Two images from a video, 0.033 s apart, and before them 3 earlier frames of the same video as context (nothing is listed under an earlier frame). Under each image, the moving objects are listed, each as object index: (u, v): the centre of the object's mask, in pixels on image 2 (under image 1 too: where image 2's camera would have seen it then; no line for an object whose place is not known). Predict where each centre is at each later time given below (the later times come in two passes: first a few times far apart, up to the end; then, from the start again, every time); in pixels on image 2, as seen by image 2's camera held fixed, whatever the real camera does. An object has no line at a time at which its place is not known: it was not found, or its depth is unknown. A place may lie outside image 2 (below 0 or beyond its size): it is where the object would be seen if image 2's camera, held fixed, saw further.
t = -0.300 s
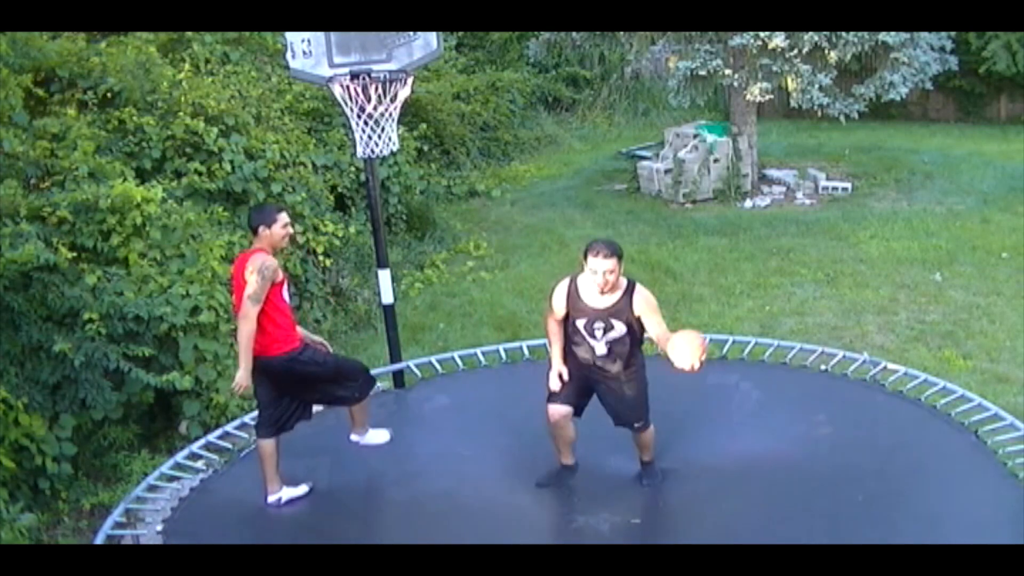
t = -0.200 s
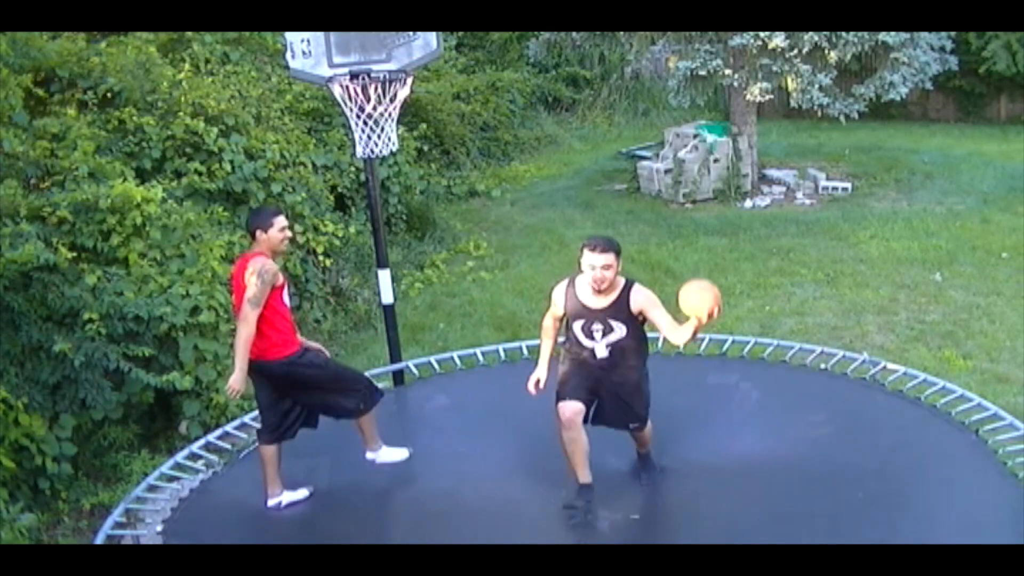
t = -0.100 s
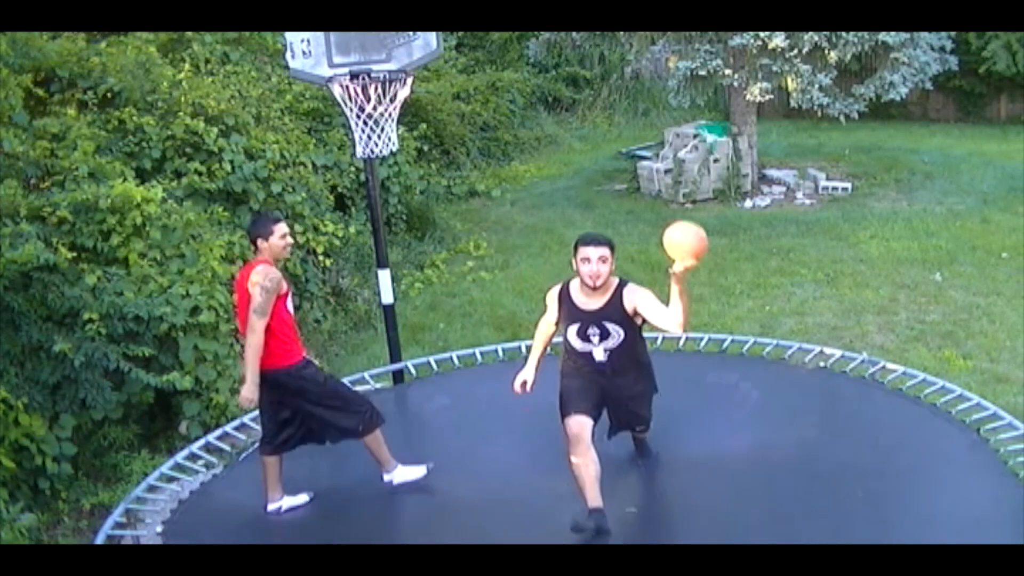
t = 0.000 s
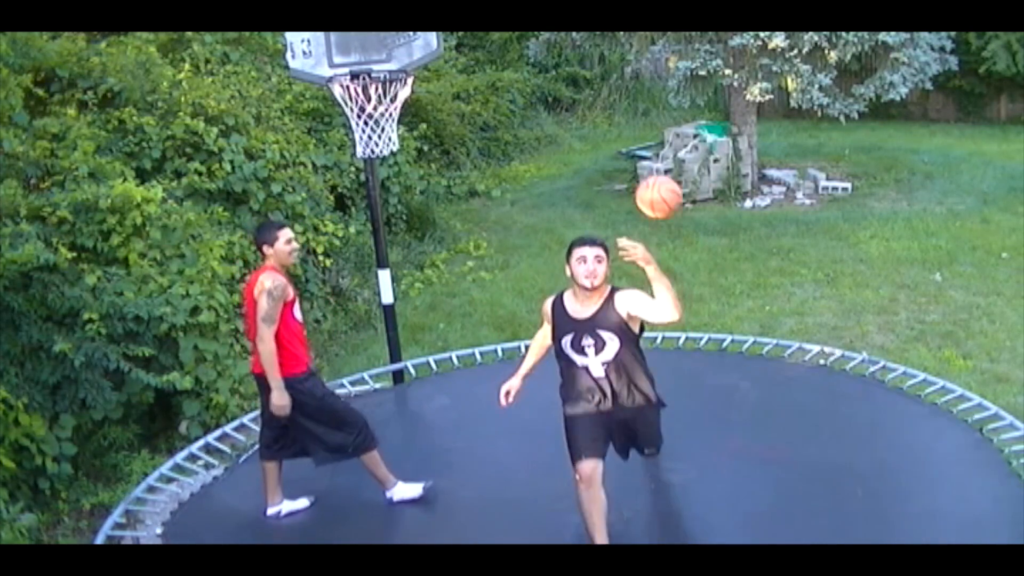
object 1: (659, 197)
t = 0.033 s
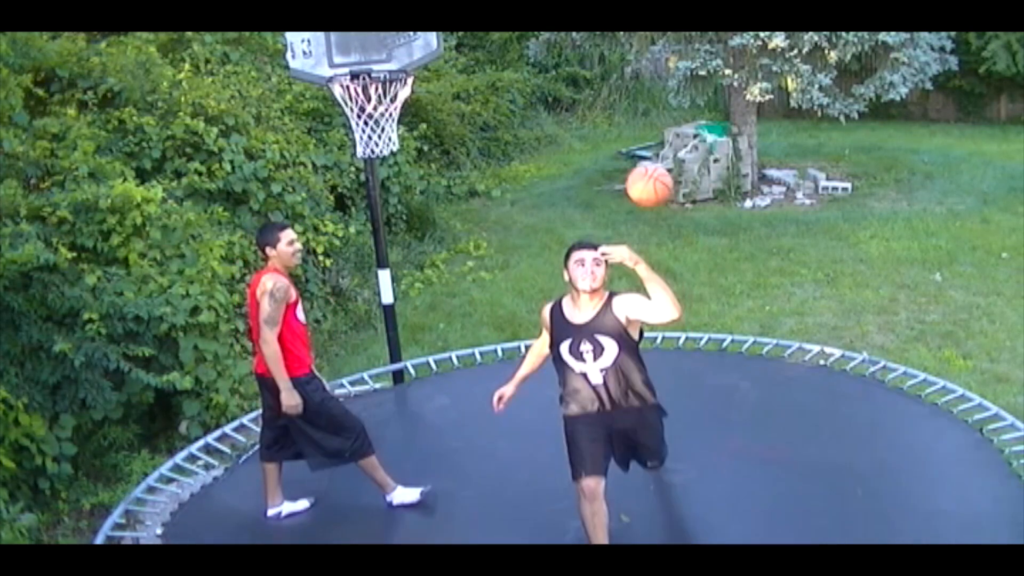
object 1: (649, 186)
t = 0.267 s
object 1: (584, 173)
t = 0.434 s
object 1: (539, 246)
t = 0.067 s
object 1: (640, 177)
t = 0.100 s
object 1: (630, 170)
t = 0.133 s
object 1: (620, 165)
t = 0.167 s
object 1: (611, 163)
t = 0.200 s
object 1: (602, 164)
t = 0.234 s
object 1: (593, 167)
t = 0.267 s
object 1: (584, 173)
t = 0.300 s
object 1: (574, 181)
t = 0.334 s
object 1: (565, 193)
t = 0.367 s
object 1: (556, 208)
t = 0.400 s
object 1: (548, 226)
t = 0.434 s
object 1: (539, 246)
